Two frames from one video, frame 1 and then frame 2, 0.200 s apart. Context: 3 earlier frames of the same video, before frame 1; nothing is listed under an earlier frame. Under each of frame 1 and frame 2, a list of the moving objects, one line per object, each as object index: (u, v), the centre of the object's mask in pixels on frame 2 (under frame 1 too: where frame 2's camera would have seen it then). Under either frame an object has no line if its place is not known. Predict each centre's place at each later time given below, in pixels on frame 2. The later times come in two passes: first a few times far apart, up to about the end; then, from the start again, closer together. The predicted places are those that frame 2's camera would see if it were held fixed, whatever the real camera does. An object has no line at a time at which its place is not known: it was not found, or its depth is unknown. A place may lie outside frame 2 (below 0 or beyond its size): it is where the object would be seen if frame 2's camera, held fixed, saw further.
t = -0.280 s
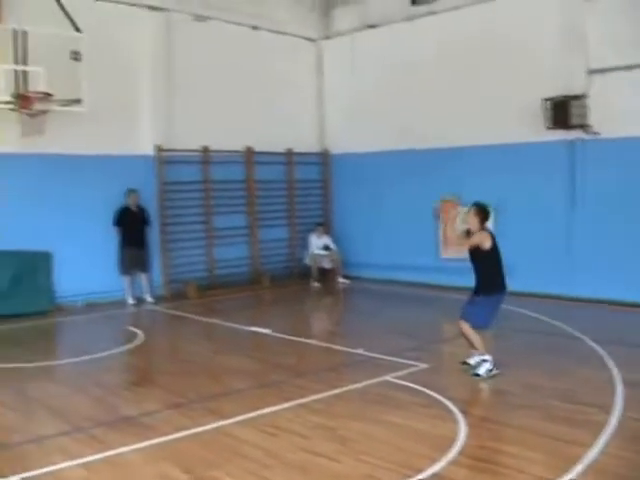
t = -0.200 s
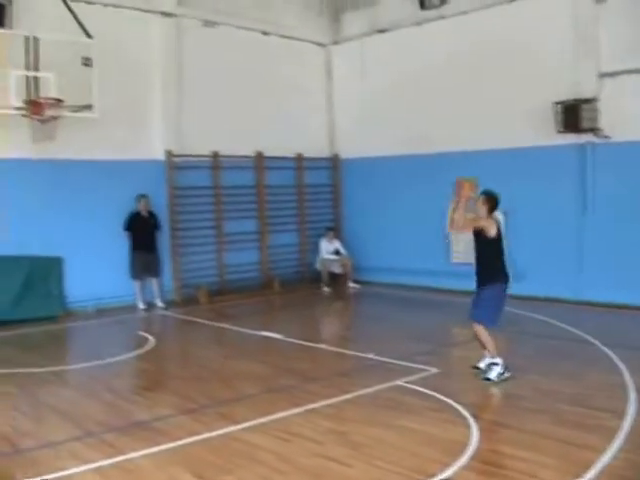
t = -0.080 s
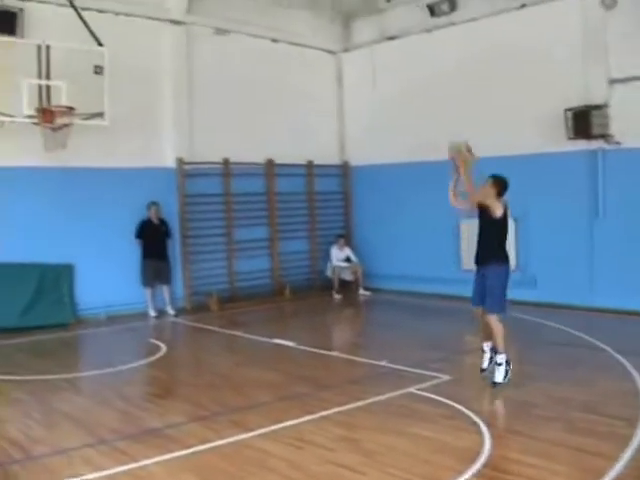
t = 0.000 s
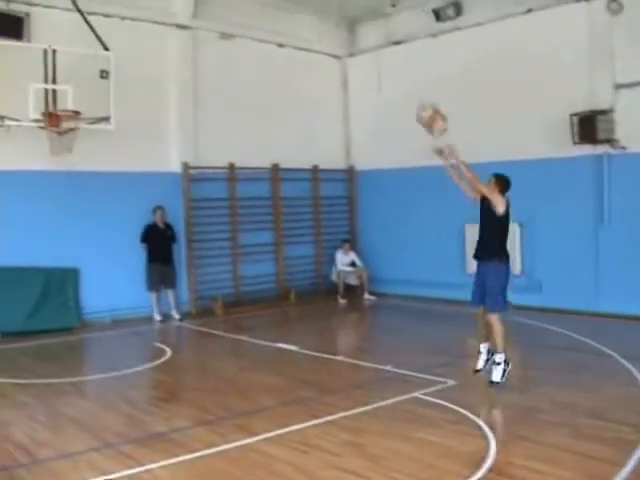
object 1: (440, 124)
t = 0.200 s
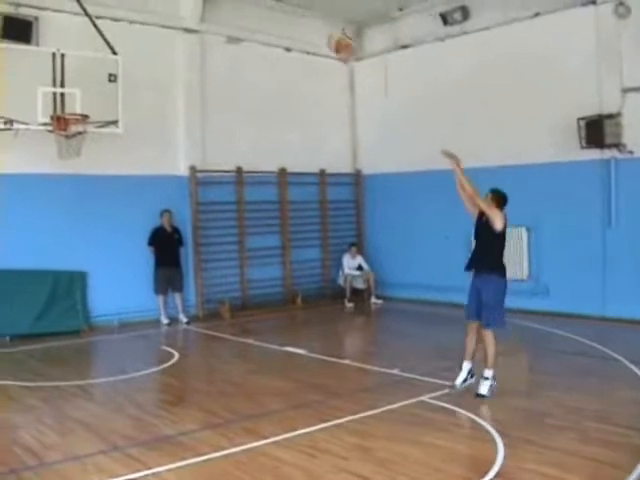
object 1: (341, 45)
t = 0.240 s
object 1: (325, 36)
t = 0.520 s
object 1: (210, 13)
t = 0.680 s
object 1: (153, 29)
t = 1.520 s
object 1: (73, 139)
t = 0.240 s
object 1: (325, 36)
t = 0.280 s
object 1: (307, 28)
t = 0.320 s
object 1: (289, 21)
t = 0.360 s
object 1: (273, 16)
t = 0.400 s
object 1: (256, 12)
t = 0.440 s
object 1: (240, 10)
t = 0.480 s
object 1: (224, 9)
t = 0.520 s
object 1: (210, 13)
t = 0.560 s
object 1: (195, 14)
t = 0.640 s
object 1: (167, 22)
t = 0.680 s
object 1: (153, 29)
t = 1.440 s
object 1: (76, 132)
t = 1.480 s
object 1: (75, 133)
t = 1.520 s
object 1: (73, 139)
